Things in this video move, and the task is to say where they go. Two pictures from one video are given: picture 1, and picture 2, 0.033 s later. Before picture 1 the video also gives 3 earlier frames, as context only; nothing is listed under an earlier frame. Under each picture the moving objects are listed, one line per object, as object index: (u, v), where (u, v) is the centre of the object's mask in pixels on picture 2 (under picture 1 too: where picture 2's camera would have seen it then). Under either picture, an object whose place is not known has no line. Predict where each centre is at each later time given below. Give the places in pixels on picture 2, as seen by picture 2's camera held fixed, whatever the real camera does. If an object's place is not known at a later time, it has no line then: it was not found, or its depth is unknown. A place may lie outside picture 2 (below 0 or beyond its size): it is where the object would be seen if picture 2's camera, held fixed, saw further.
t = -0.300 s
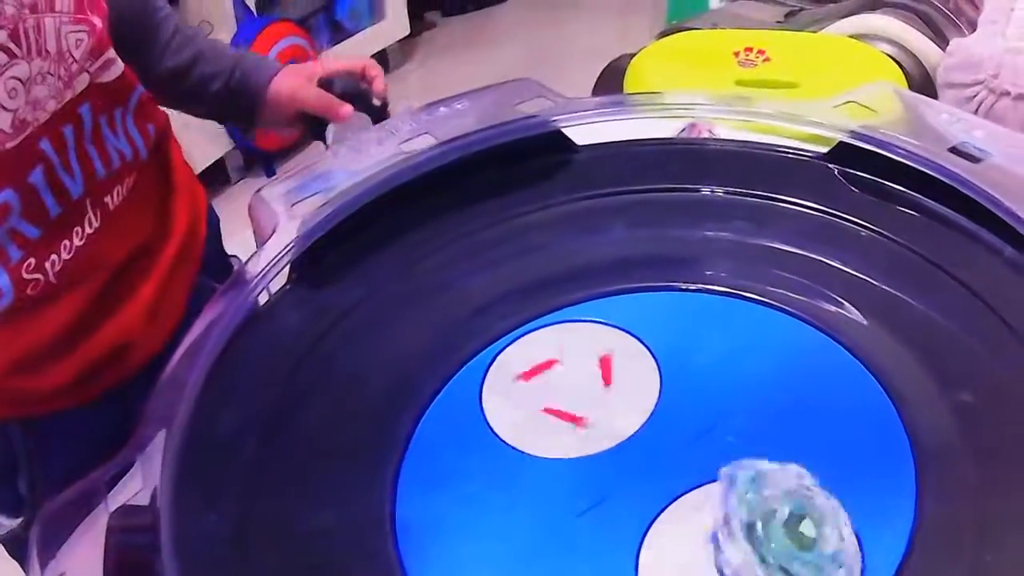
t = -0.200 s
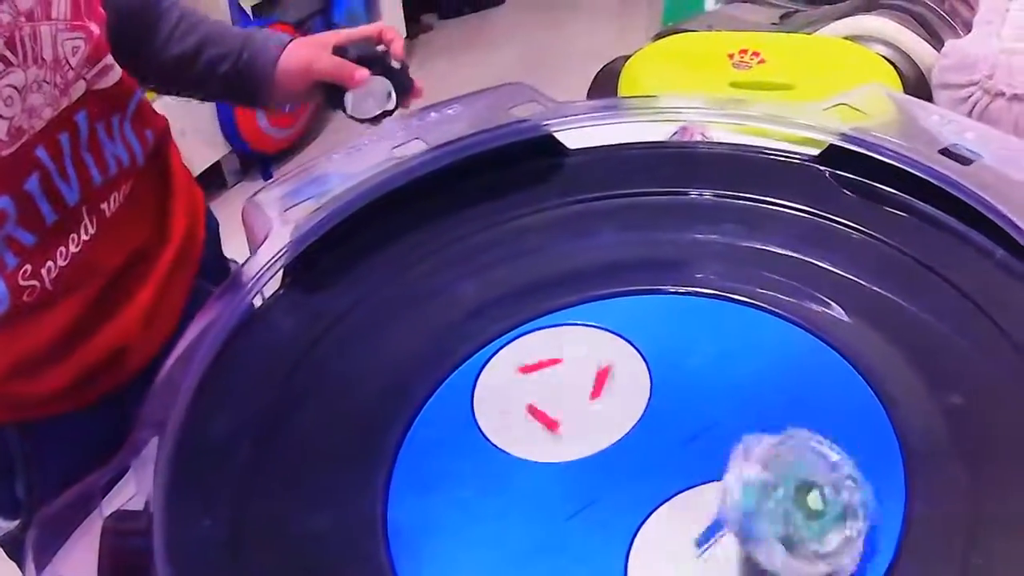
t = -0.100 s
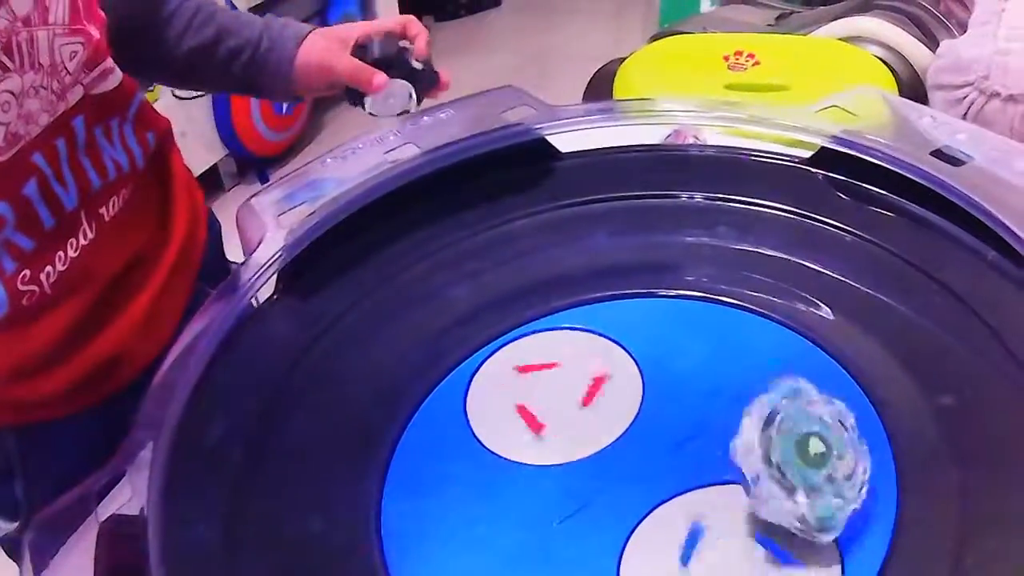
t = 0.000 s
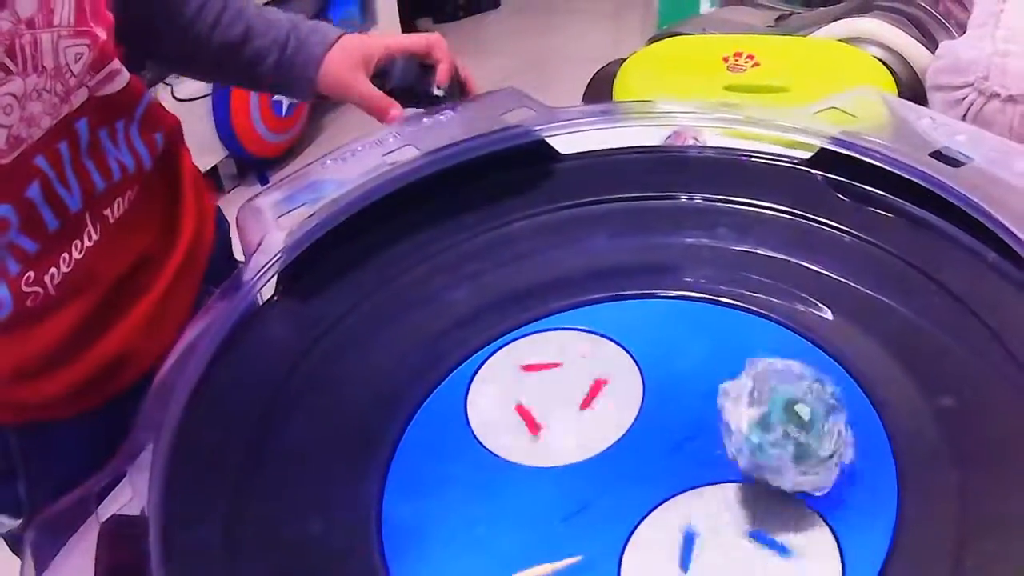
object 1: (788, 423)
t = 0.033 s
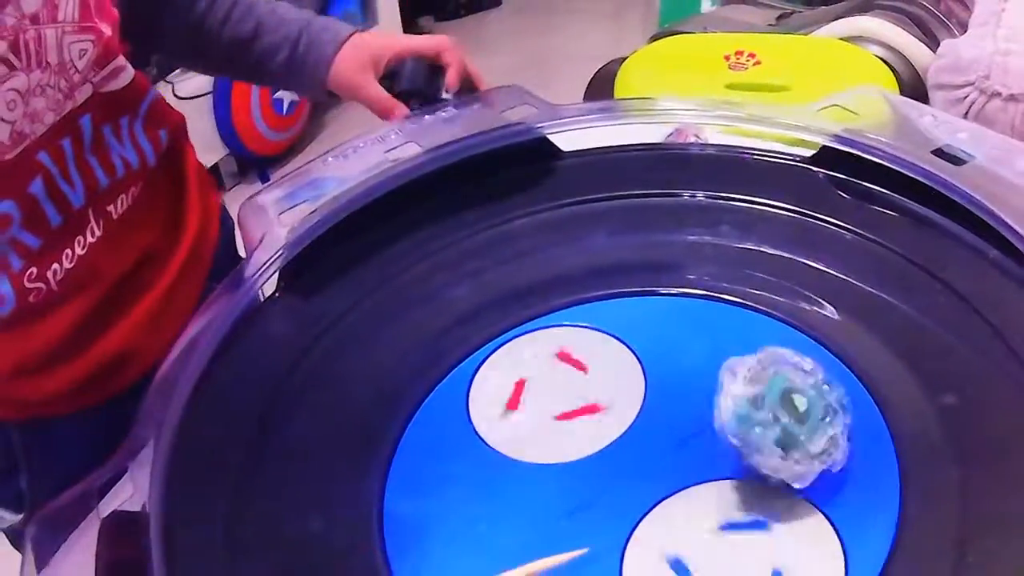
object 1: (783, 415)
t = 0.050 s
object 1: (780, 412)
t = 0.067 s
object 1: (778, 409)
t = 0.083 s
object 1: (776, 406)
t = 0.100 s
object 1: (774, 403)
